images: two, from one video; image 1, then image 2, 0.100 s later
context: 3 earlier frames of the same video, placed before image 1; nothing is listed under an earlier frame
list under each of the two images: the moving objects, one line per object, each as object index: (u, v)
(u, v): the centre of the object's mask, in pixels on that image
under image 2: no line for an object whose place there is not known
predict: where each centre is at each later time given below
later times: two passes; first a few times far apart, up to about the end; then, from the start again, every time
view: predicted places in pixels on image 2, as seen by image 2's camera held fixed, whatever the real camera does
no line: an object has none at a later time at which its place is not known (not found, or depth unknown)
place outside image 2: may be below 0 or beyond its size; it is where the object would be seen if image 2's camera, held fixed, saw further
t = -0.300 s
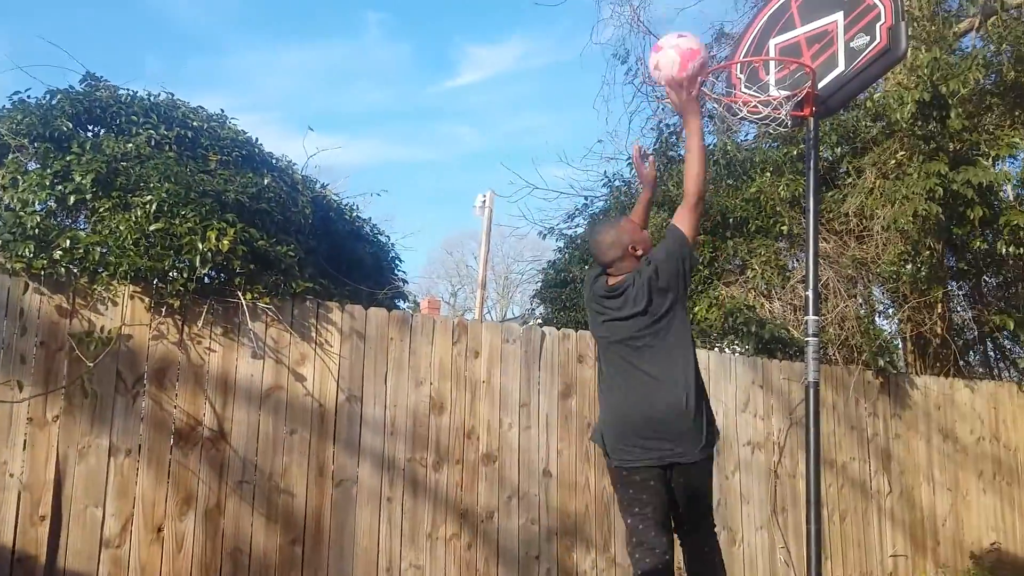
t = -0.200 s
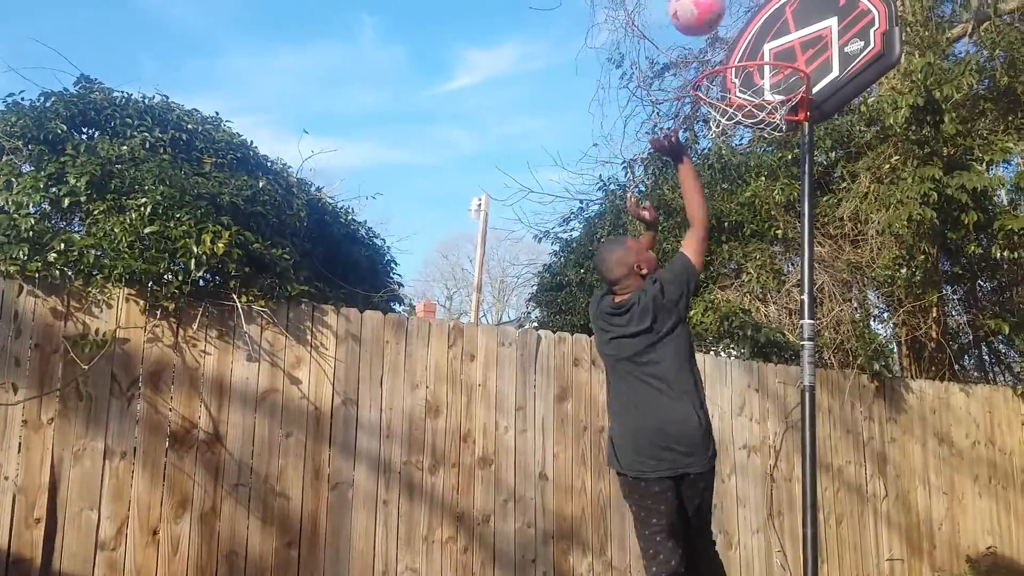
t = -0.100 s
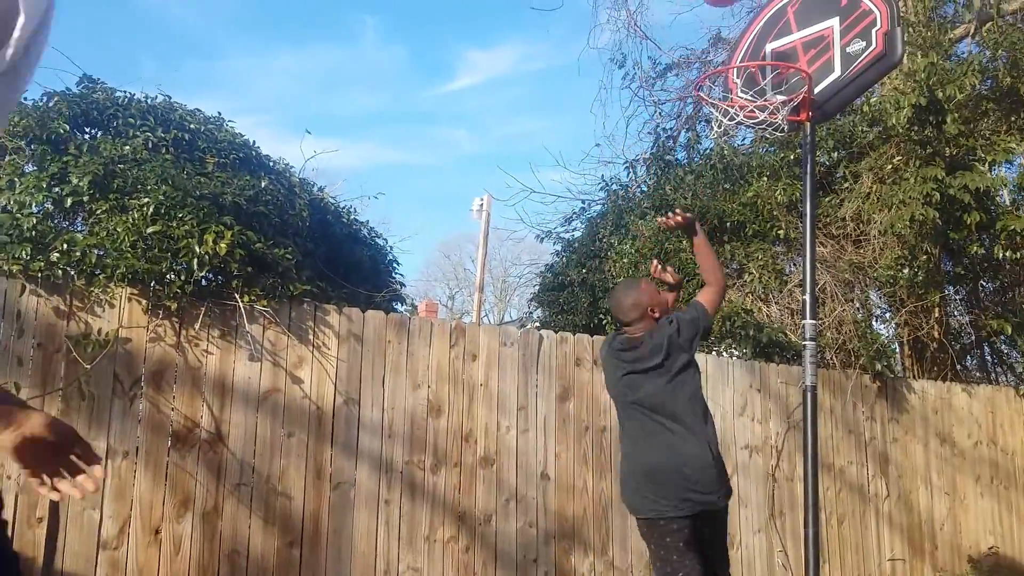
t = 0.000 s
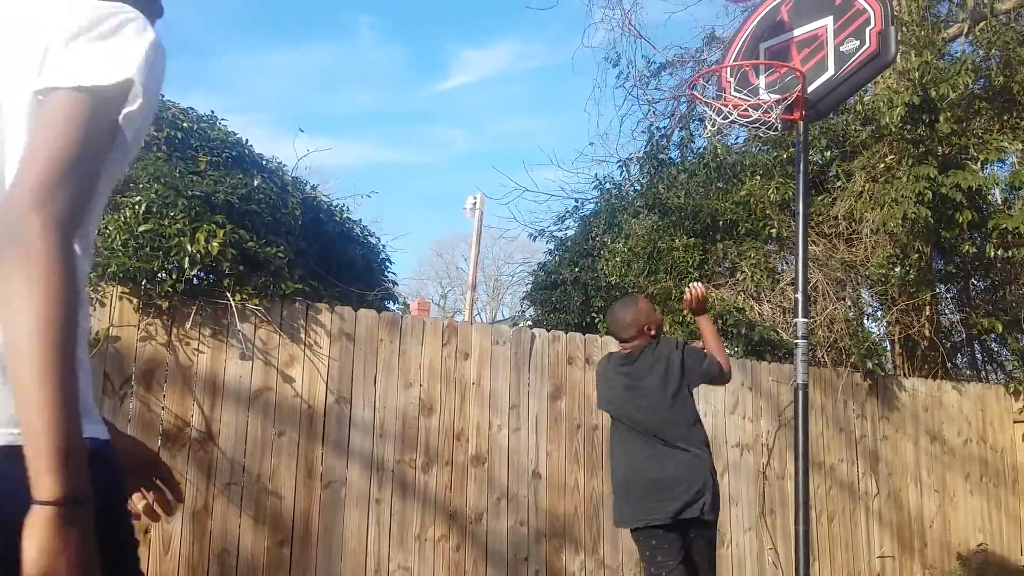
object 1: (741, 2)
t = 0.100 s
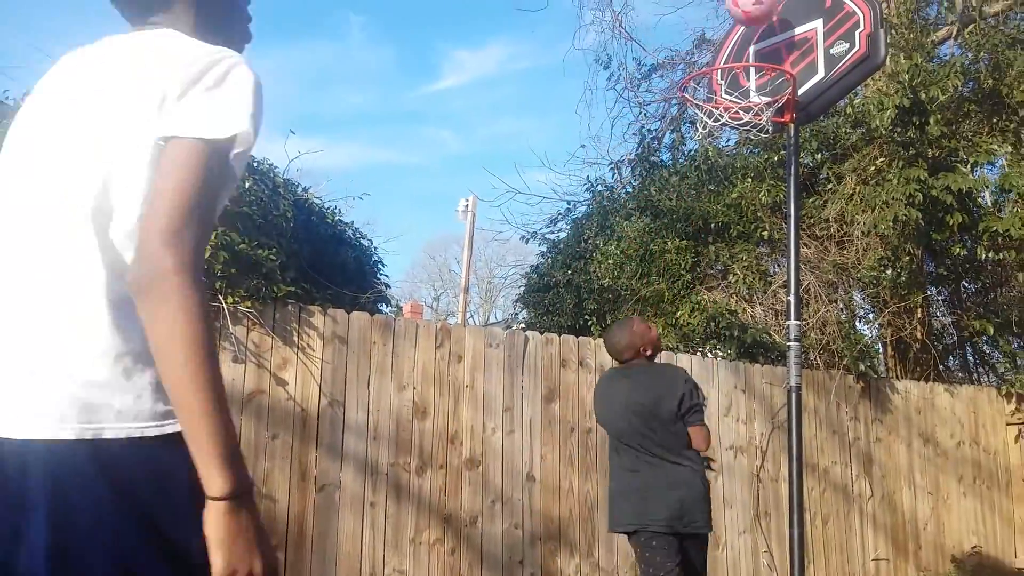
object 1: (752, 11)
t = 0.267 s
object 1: (773, 73)
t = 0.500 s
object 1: (725, 121)
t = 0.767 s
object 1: (728, 341)
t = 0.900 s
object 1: (737, 542)
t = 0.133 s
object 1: (760, 17)
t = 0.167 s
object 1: (767, 29)
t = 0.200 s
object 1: (776, 46)
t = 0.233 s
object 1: (776, 66)
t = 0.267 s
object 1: (773, 73)
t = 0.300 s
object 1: (764, 73)
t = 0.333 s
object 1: (752, 73)
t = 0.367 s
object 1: (740, 82)
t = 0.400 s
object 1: (731, 92)
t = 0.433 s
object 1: (726, 98)
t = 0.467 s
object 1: (725, 109)
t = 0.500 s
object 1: (725, 121)
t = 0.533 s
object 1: (727, 137)
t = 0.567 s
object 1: (727, 154)
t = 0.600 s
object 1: (727, 177)
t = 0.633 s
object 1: (726, 203)
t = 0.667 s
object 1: (726, 232)
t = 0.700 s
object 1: (726, 264)
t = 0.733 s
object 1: (727, 301)
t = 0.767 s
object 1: (728, 341)
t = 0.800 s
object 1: (730, 385)
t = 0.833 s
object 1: (732, 433)
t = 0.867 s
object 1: (734, 486)
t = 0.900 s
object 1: (737, 542)
